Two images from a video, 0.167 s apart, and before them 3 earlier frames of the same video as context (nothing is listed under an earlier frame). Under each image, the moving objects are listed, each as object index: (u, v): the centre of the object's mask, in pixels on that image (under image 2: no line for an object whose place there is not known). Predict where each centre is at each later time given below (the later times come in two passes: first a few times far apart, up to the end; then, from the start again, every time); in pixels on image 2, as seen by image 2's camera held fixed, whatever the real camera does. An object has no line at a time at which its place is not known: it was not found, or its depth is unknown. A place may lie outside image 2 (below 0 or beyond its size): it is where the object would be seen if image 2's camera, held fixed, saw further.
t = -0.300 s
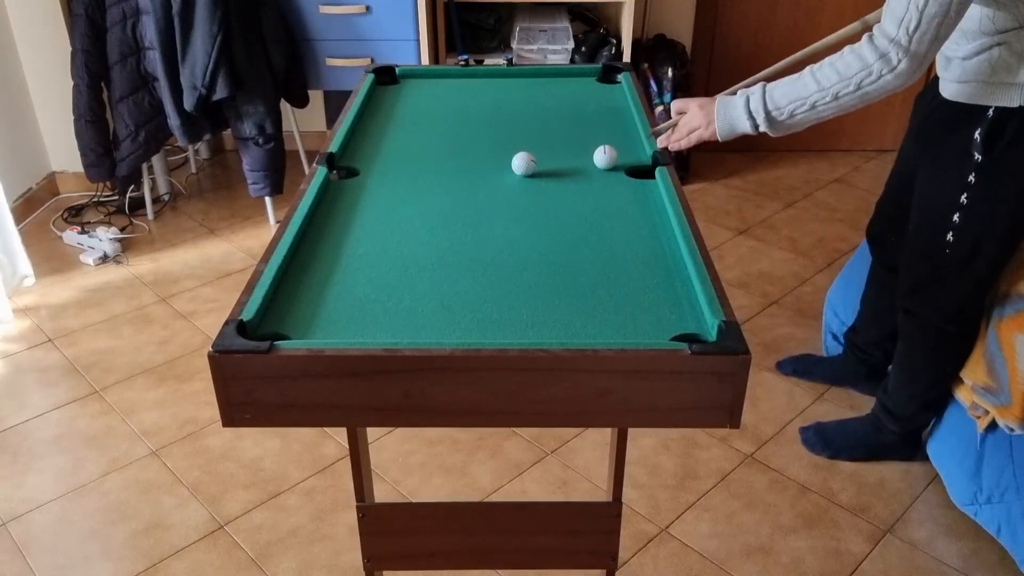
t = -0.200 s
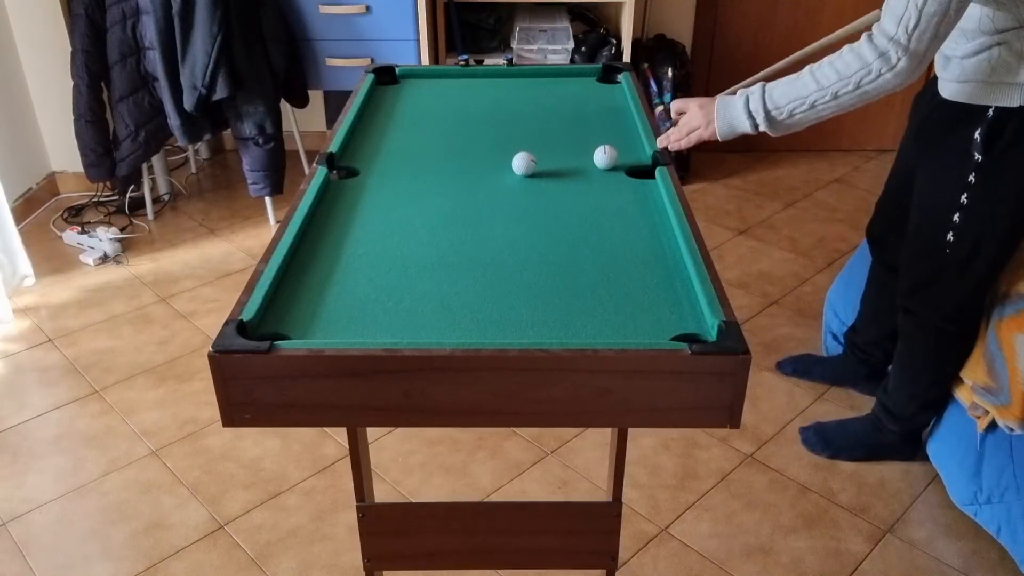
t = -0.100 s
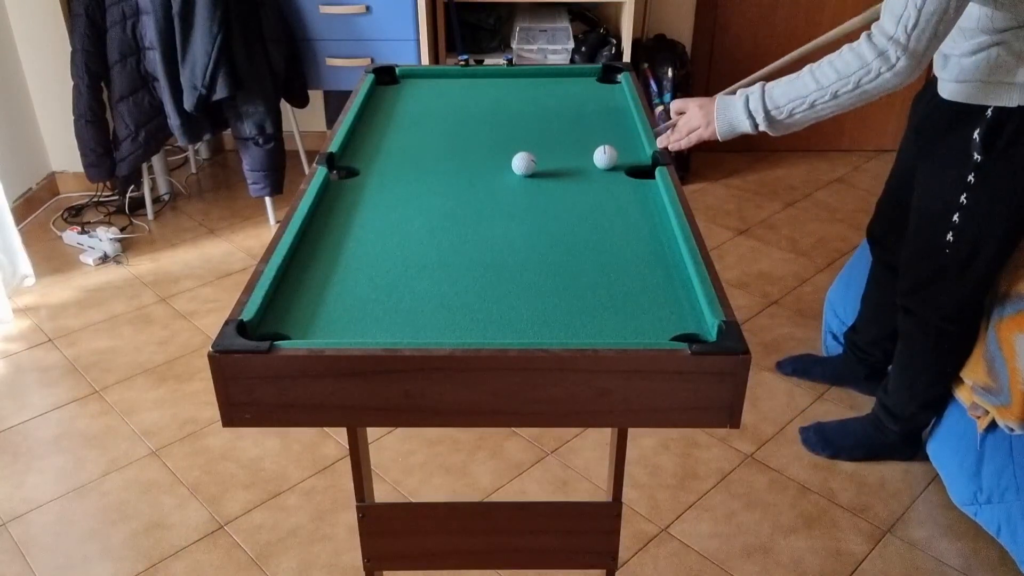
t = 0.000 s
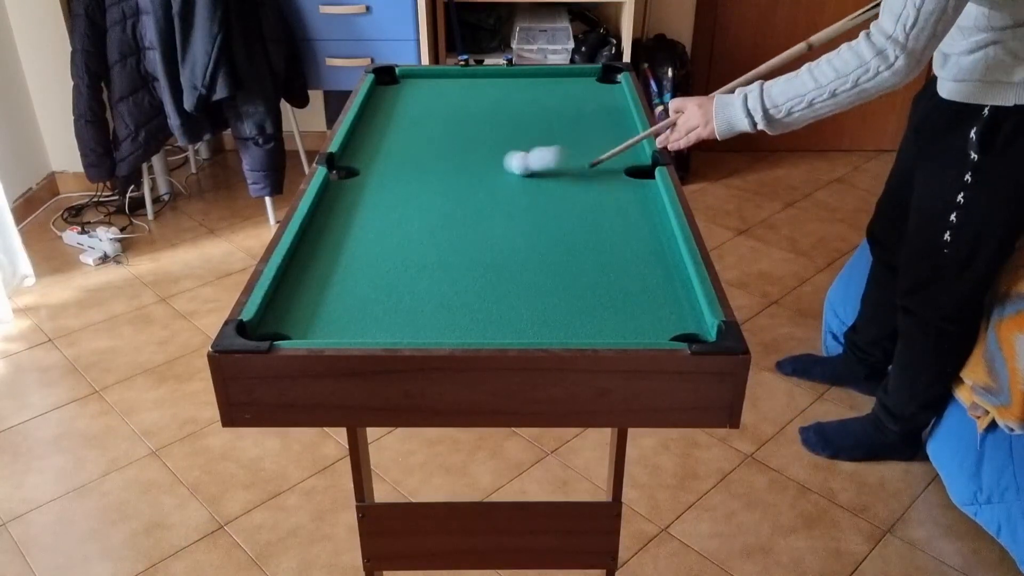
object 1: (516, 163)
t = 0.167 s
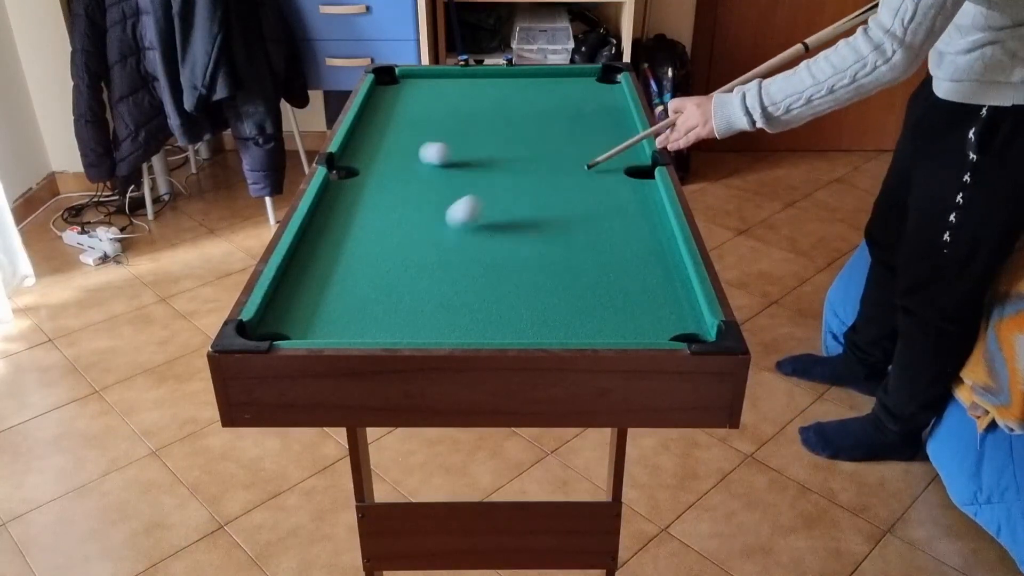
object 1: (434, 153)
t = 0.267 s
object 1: (389, 149)
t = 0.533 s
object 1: (393, 139)
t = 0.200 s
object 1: (418, 152)
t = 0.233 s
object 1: (404, 150)
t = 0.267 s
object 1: (389, 149)
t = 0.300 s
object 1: (373, 147)
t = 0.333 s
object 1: (360, 144)
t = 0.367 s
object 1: (354, 141)
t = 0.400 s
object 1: (362, 139)
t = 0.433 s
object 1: (372, 141)
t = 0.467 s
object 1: (380, 140)
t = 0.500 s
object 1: (387, 140)
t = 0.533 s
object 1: (393, 139)
